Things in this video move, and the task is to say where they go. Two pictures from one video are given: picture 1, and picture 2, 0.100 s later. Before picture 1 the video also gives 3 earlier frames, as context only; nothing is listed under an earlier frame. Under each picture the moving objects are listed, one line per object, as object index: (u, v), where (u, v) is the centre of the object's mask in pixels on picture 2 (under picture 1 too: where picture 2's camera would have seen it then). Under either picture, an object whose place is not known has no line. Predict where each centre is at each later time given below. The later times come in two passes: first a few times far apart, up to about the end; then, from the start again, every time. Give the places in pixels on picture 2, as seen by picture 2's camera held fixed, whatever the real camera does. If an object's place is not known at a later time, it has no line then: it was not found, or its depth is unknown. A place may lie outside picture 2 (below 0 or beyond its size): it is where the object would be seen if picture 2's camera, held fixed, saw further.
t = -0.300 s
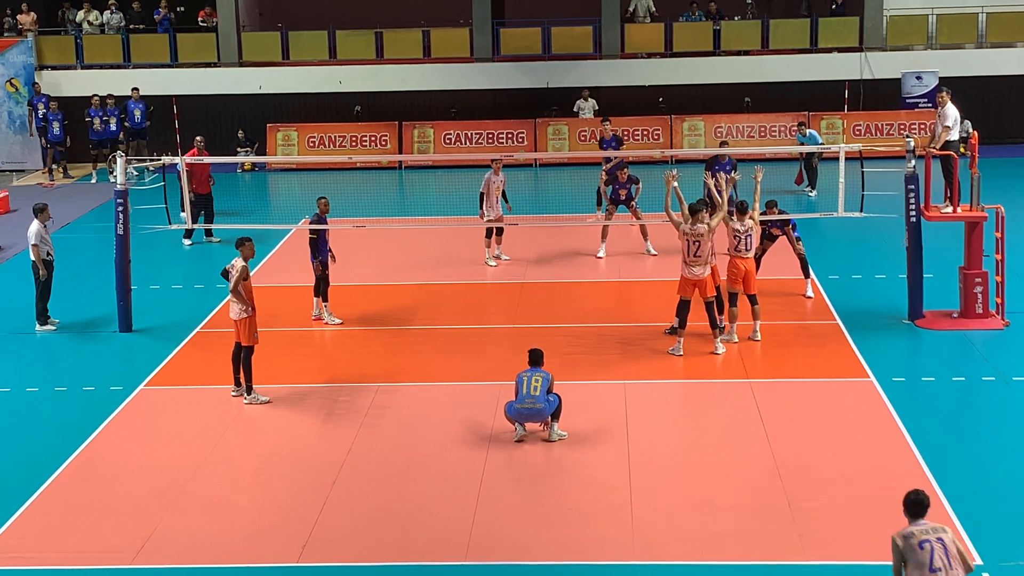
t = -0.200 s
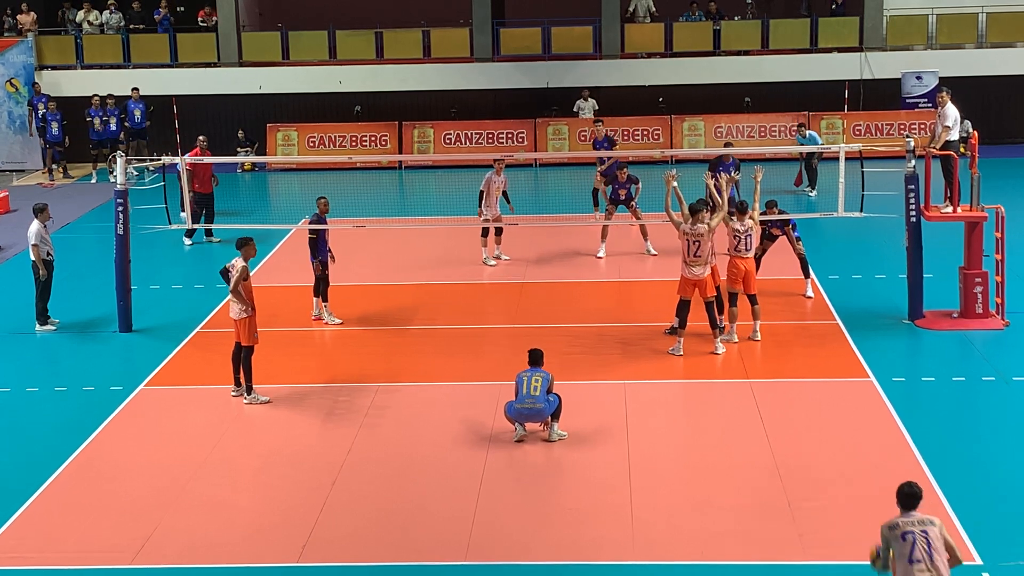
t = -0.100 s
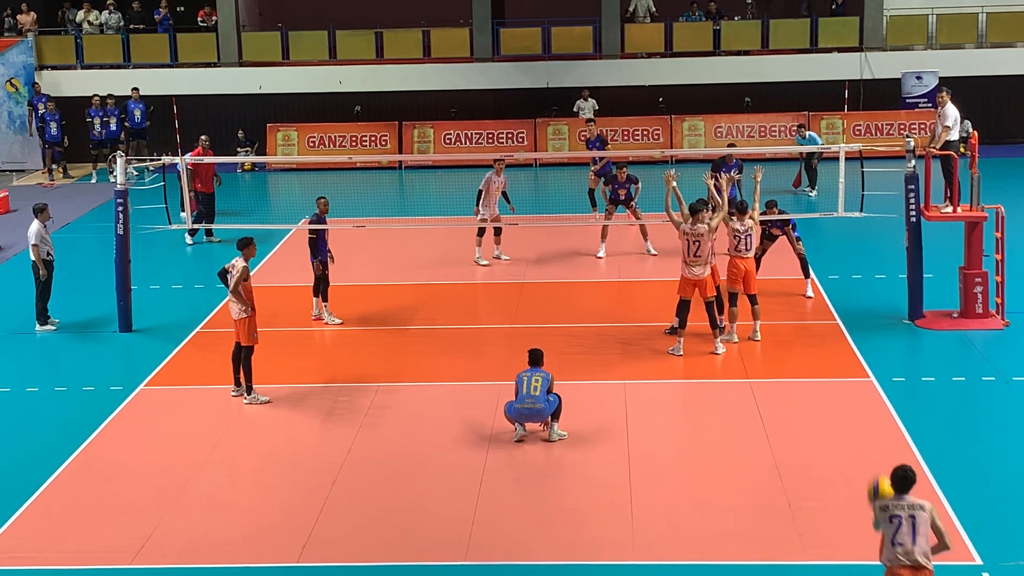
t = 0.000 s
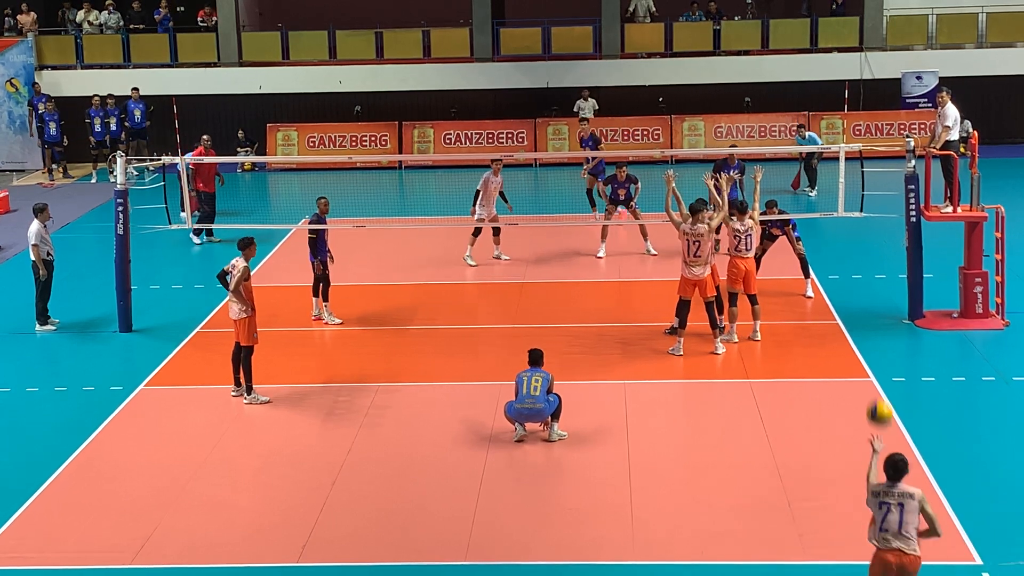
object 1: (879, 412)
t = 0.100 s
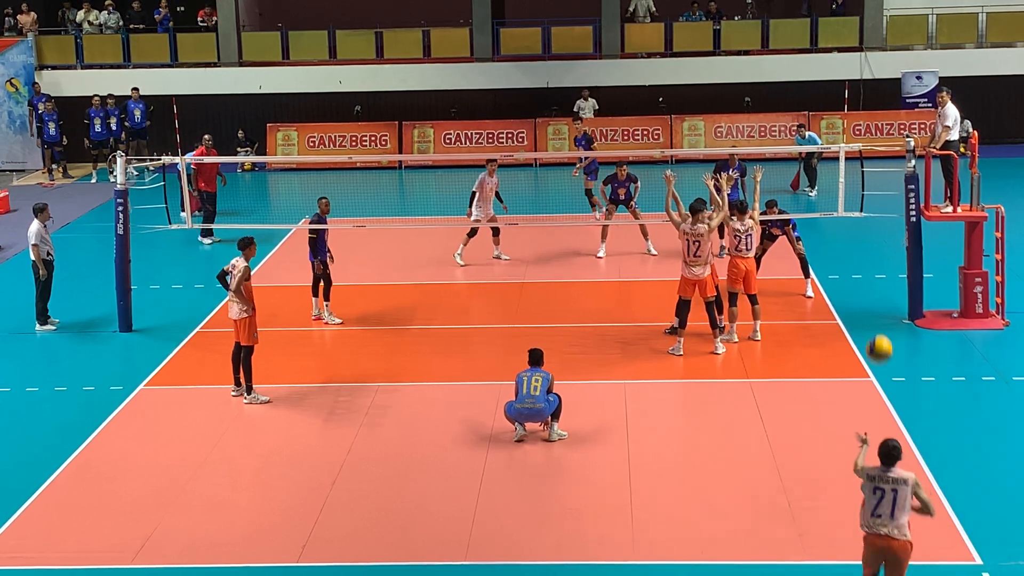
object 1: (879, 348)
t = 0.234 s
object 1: (879, 287)
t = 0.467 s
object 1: (876, 236)
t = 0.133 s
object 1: (879, 330)
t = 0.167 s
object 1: (879, 315)
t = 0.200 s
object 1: (879, 300)
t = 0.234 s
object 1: (879, 287)
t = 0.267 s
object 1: (878, 276)
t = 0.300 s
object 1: (878, 265)
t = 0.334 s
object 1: (878, 257)
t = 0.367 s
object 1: (877, 250)
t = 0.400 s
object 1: (877, 244)
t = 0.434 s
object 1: (877, 239)
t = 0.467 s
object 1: (876, 236)
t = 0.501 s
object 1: (876, 234)
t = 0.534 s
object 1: (876, 233)
